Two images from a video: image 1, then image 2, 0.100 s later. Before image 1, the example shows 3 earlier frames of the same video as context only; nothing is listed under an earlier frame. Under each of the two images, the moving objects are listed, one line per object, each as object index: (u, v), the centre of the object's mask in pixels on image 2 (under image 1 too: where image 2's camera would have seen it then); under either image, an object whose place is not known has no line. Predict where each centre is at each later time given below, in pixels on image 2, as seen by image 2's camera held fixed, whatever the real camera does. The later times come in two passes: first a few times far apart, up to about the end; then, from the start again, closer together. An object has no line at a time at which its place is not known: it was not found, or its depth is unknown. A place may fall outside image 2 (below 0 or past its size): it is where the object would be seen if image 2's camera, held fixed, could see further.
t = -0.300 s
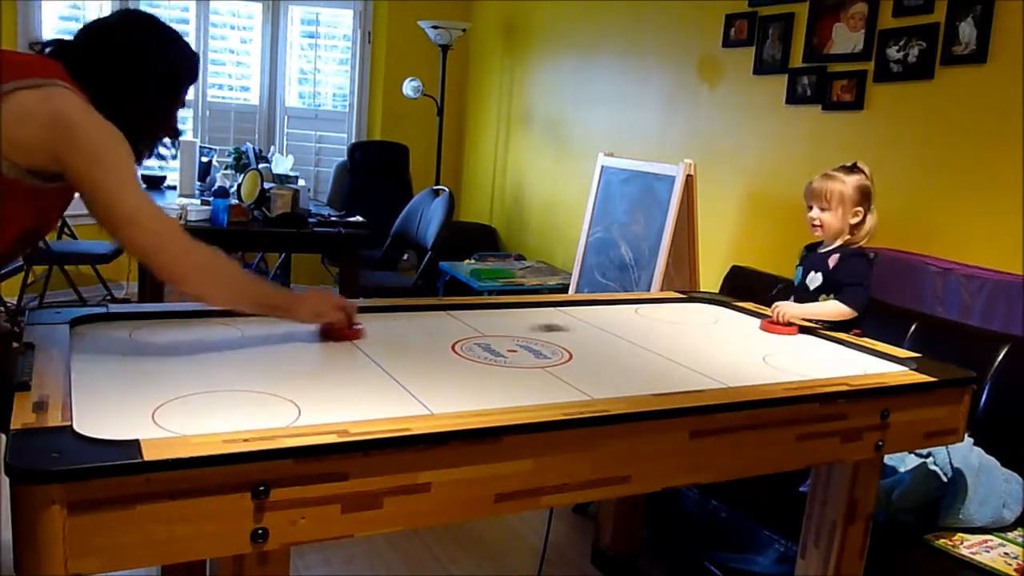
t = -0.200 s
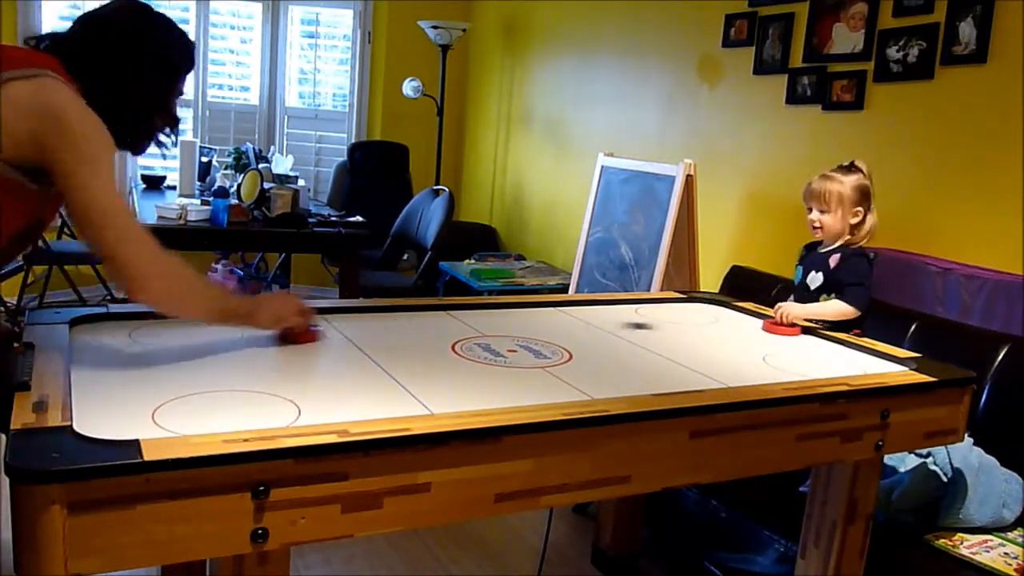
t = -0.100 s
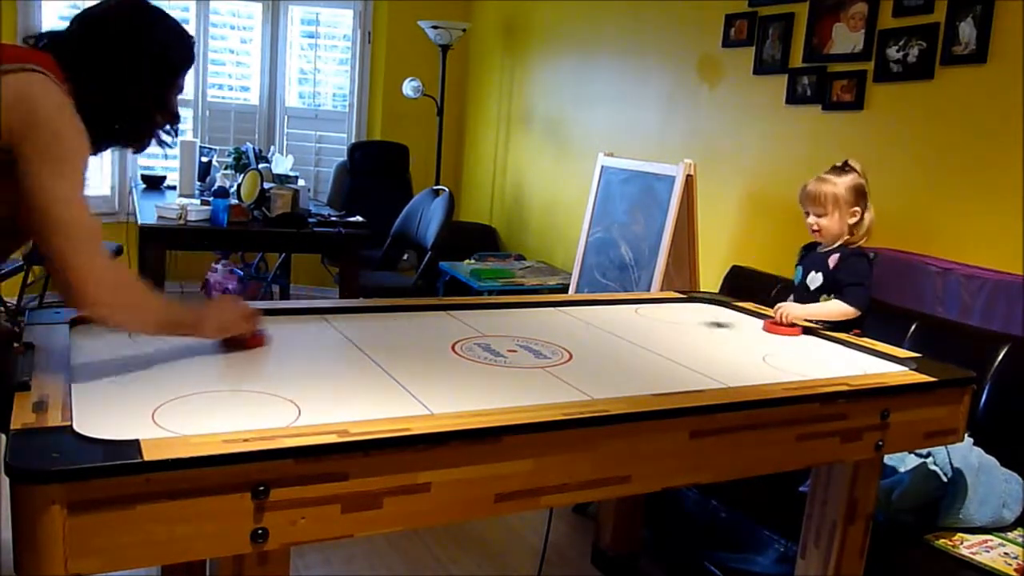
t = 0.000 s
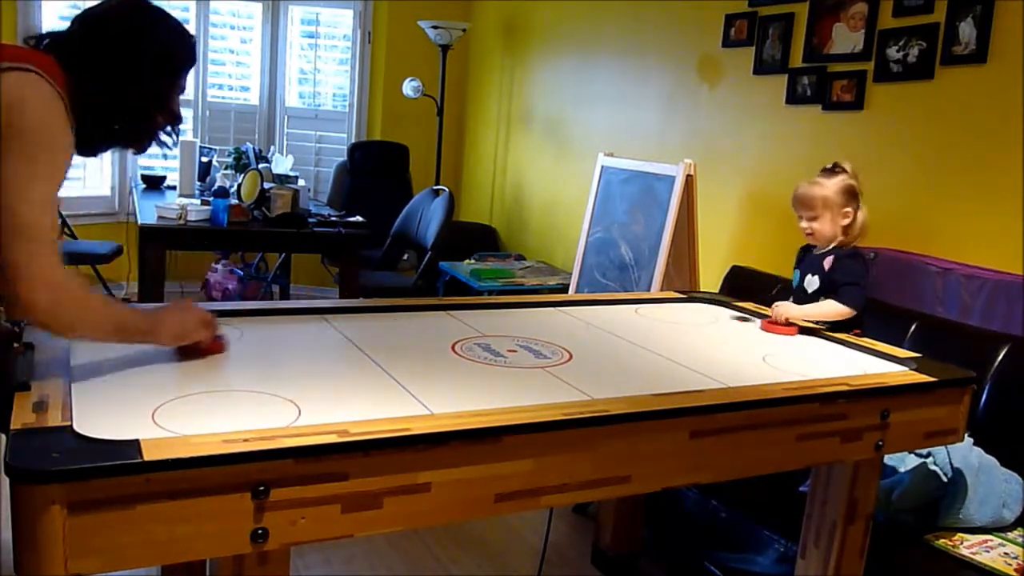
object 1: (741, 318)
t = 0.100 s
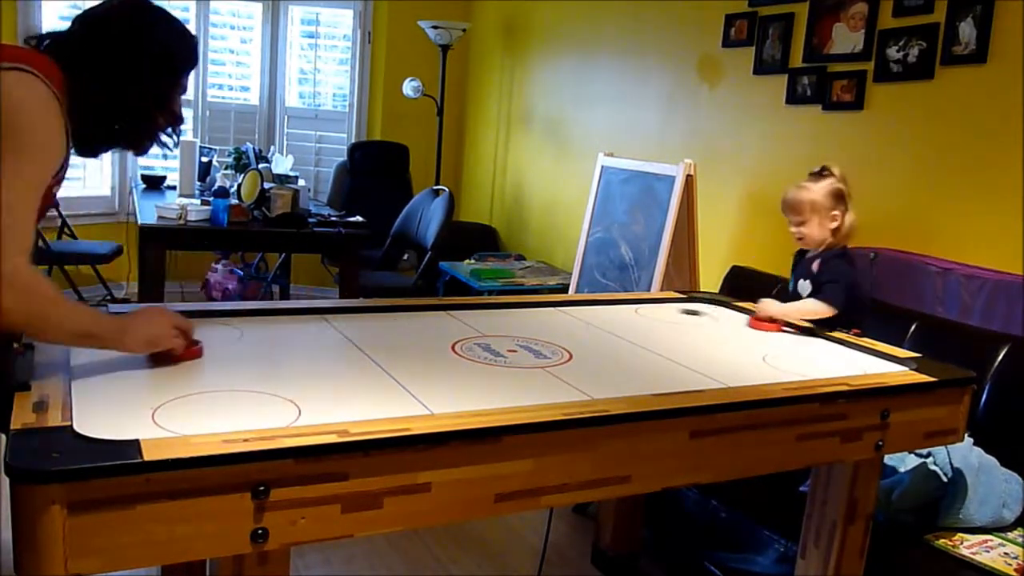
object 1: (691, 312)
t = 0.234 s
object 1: (639, 309)
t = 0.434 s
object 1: (607, 322)
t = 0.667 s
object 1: (564, 344)
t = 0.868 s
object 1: (514, 365)
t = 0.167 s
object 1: (660, 308)
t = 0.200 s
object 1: (645, 307)
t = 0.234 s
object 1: (639, 309)
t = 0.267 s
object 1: (634, 311)
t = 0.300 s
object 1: (629, 313)
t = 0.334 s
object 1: (623, 315)
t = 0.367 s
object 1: (618, 317)
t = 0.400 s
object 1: (613, 320)
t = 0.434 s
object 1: (607, 322)
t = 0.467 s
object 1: (602, 325)
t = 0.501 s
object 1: (596, 328)
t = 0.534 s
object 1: (589, 331)
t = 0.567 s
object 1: (583, 334)
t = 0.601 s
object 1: (577, 337)
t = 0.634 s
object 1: (570, 341)
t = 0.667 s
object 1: (564, 344)
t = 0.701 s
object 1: (556, 347)
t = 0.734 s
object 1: (548, 351)
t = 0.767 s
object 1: (540, 354)
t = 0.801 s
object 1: (532, 358)
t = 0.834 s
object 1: (523, 362)
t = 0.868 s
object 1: (514, 365)
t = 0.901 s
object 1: (507, 369)
